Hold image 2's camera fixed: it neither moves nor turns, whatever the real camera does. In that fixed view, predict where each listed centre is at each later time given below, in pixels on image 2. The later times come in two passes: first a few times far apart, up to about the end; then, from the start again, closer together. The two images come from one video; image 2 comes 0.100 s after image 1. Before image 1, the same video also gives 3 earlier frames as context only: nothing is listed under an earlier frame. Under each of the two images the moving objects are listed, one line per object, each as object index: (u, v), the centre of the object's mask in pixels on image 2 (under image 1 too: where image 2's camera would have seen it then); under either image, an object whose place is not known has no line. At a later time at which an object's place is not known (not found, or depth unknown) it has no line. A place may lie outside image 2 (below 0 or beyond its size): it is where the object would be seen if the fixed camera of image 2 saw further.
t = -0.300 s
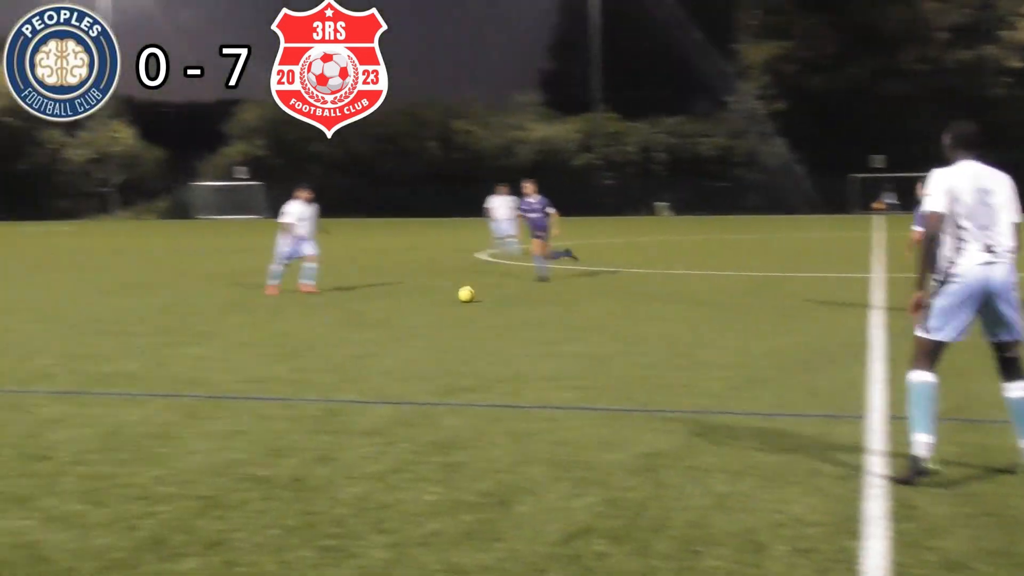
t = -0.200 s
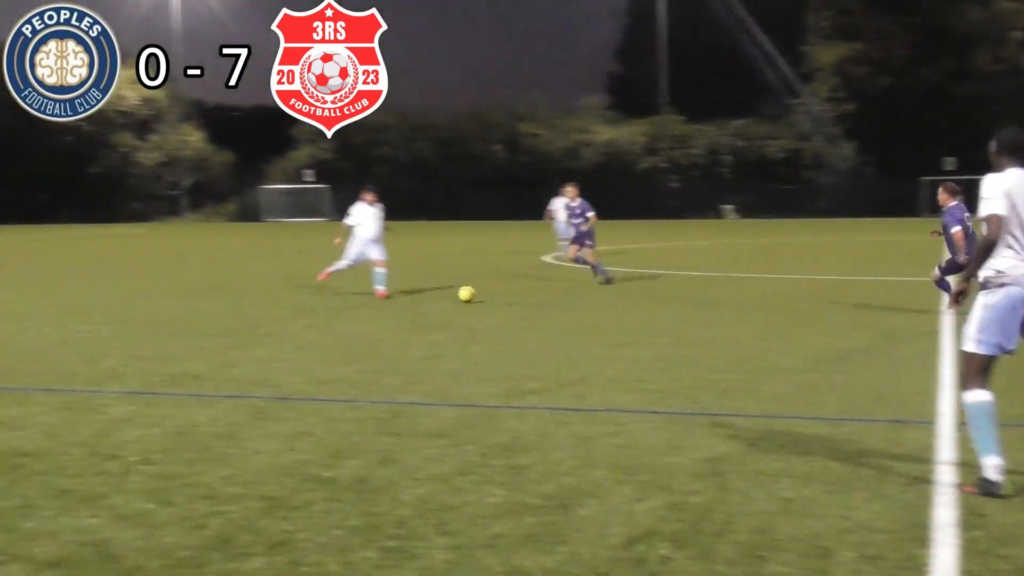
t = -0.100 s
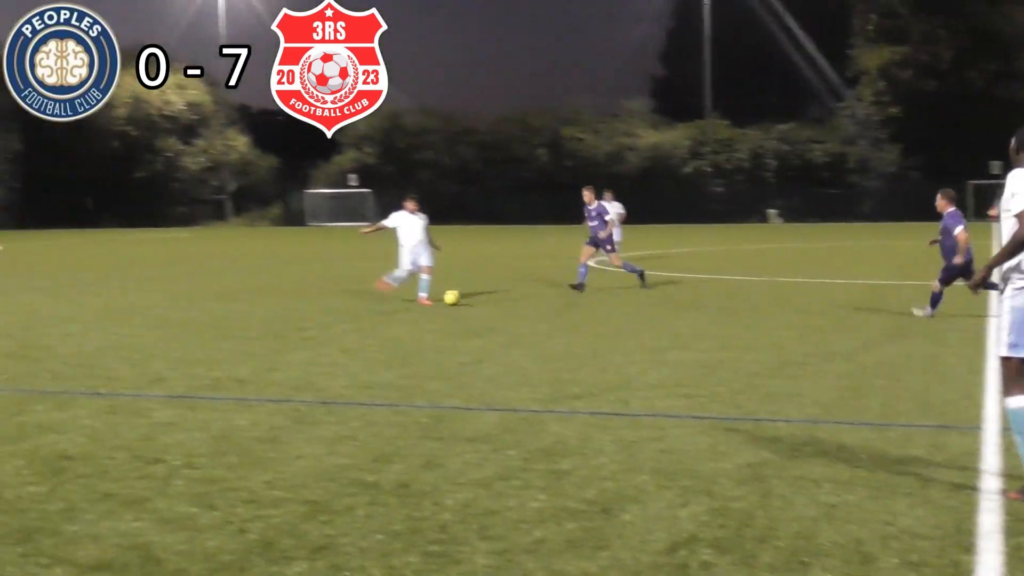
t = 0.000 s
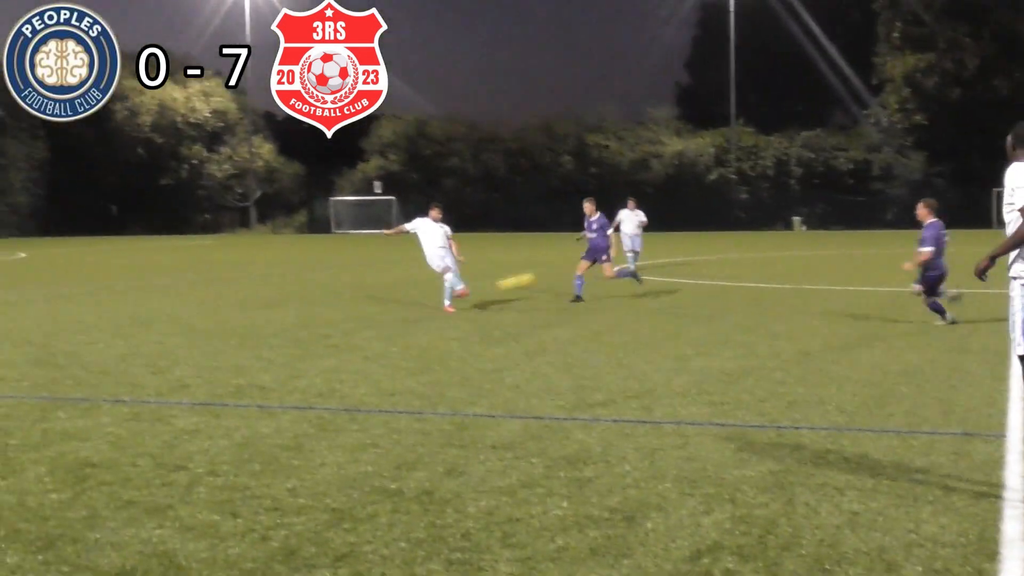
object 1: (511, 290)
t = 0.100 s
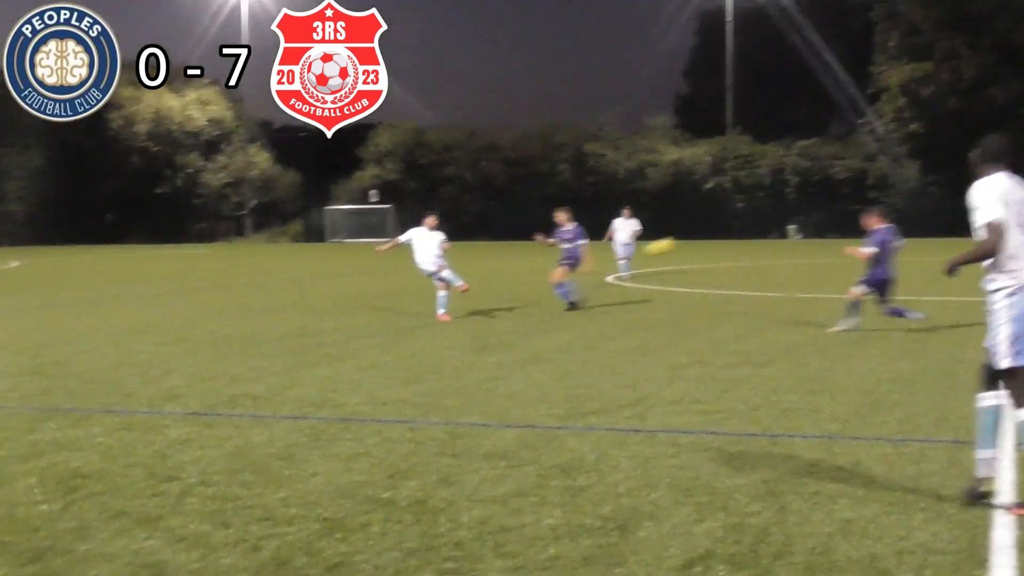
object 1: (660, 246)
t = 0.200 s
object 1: (814, 205)
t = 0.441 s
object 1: (1214, 117)
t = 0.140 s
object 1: (720, 230)
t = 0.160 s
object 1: (750, 222)
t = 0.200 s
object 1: (814, 205)
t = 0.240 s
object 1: (876, 190)
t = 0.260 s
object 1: (909, 183)
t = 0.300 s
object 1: (977, 168)
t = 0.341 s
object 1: (1046, 152)
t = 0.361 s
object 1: (1079, 146)
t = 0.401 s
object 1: (1147, 131)
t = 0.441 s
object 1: (1214, 117)
